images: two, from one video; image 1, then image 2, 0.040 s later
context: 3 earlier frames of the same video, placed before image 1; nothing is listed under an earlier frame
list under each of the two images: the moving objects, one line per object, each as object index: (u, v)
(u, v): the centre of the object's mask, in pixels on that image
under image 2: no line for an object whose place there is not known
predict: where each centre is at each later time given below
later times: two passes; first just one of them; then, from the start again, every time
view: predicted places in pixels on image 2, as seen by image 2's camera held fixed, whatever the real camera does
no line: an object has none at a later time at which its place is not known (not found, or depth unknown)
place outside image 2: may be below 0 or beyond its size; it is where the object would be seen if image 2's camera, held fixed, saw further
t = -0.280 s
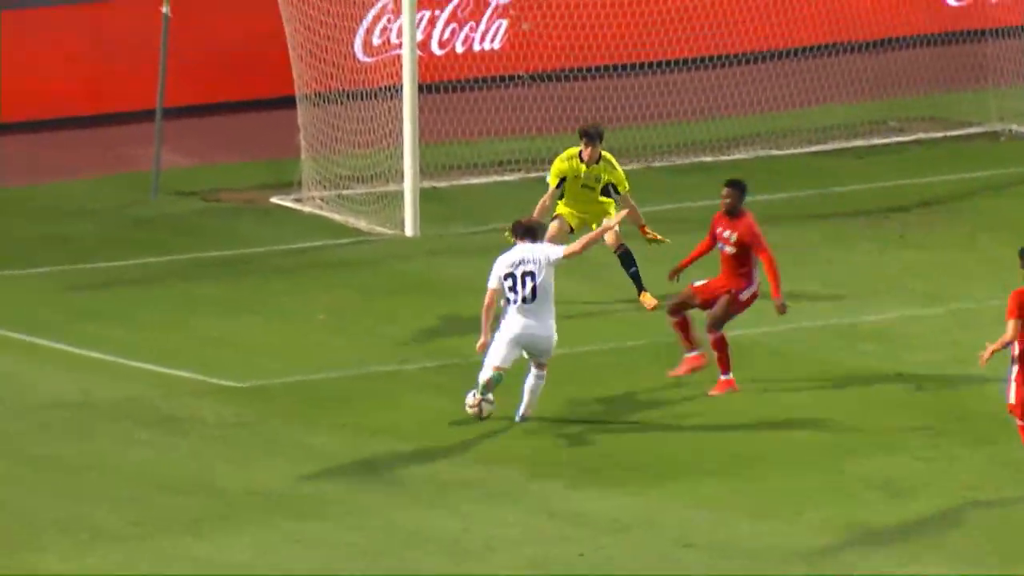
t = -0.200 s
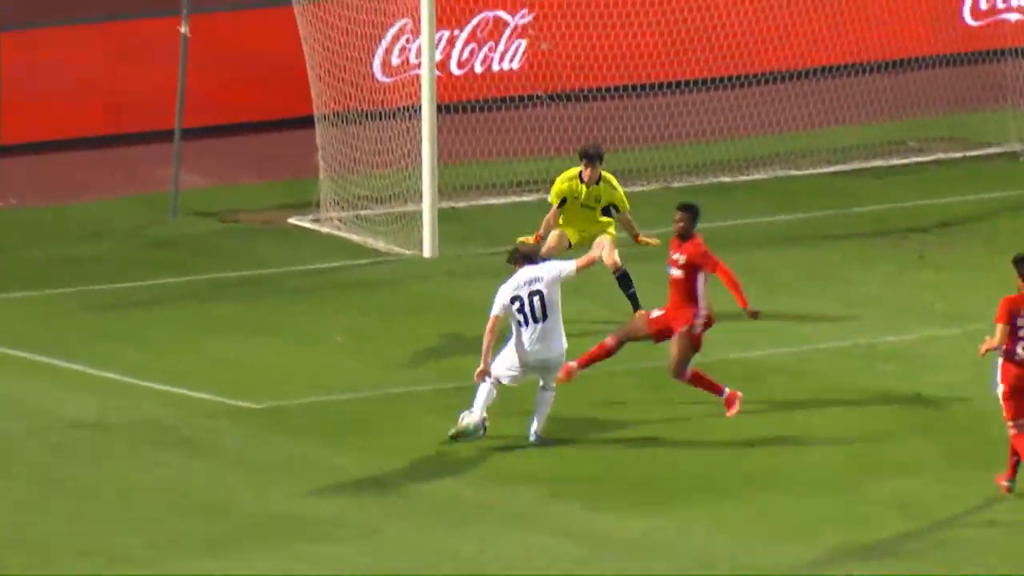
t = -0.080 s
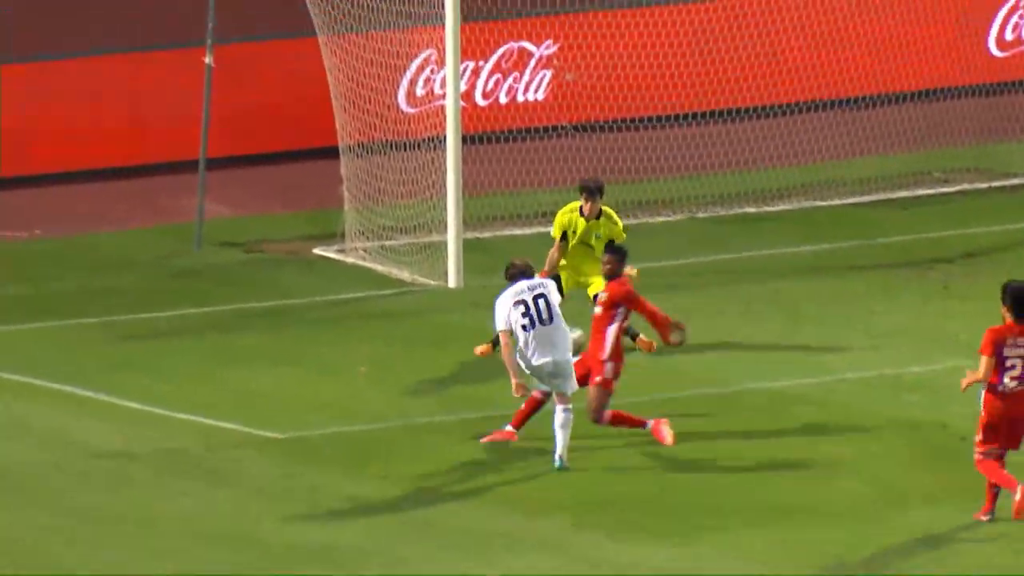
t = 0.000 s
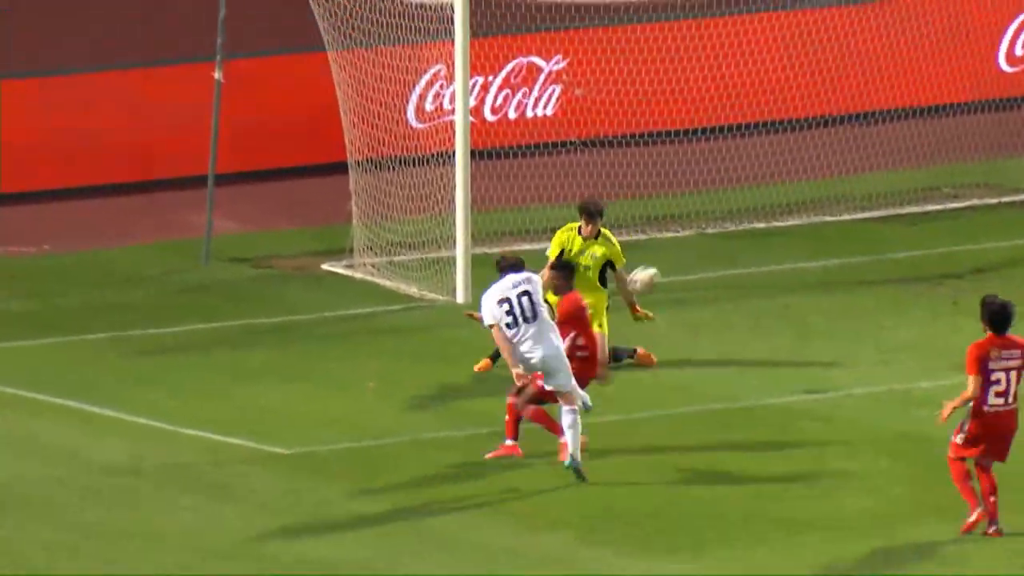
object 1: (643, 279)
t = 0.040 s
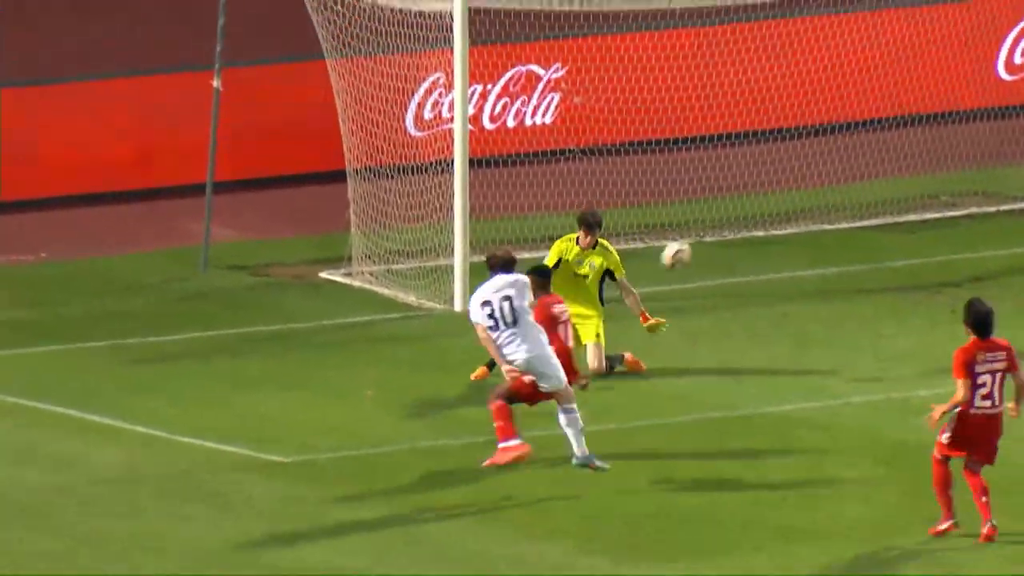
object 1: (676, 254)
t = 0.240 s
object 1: (849, 142)
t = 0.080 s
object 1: (710, 226)
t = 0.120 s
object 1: (745, 199)
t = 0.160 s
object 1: (780, 179)
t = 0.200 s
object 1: (814, 158)
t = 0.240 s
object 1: (849, 142)
